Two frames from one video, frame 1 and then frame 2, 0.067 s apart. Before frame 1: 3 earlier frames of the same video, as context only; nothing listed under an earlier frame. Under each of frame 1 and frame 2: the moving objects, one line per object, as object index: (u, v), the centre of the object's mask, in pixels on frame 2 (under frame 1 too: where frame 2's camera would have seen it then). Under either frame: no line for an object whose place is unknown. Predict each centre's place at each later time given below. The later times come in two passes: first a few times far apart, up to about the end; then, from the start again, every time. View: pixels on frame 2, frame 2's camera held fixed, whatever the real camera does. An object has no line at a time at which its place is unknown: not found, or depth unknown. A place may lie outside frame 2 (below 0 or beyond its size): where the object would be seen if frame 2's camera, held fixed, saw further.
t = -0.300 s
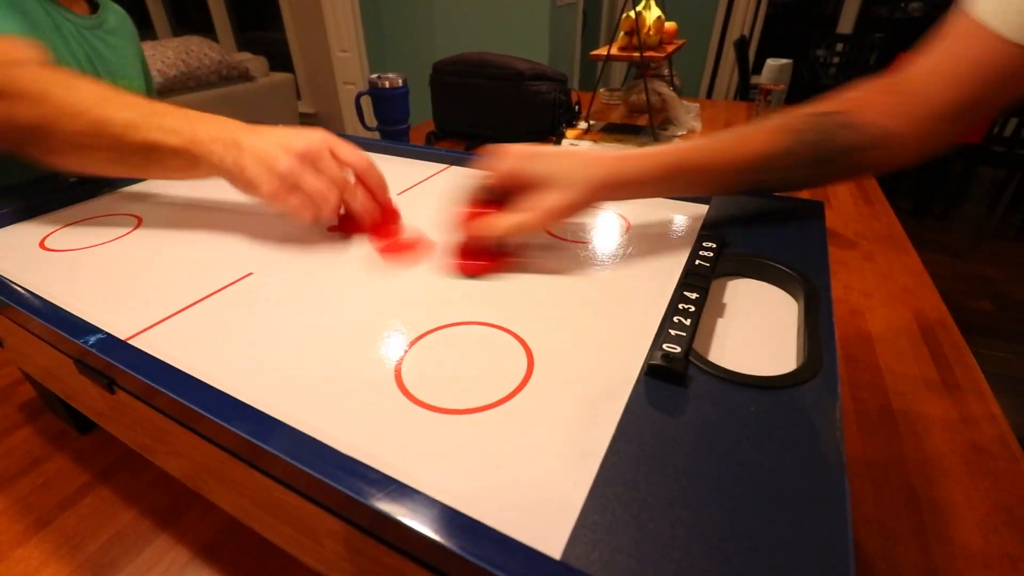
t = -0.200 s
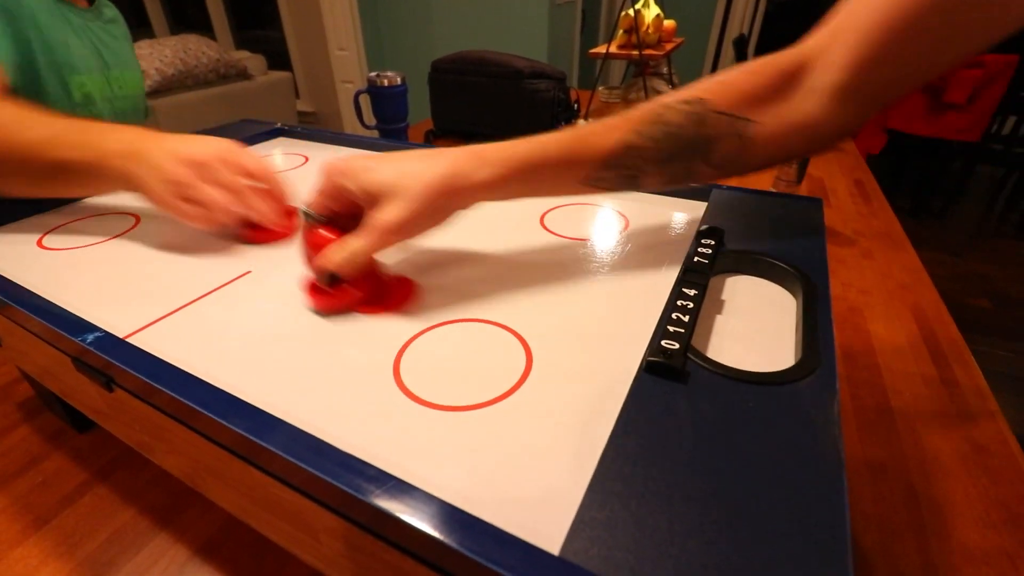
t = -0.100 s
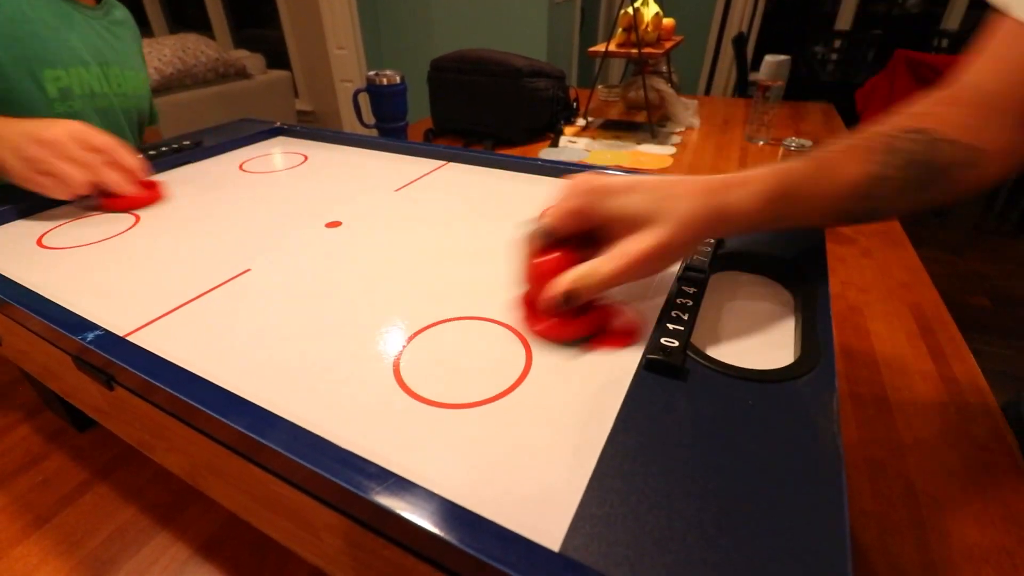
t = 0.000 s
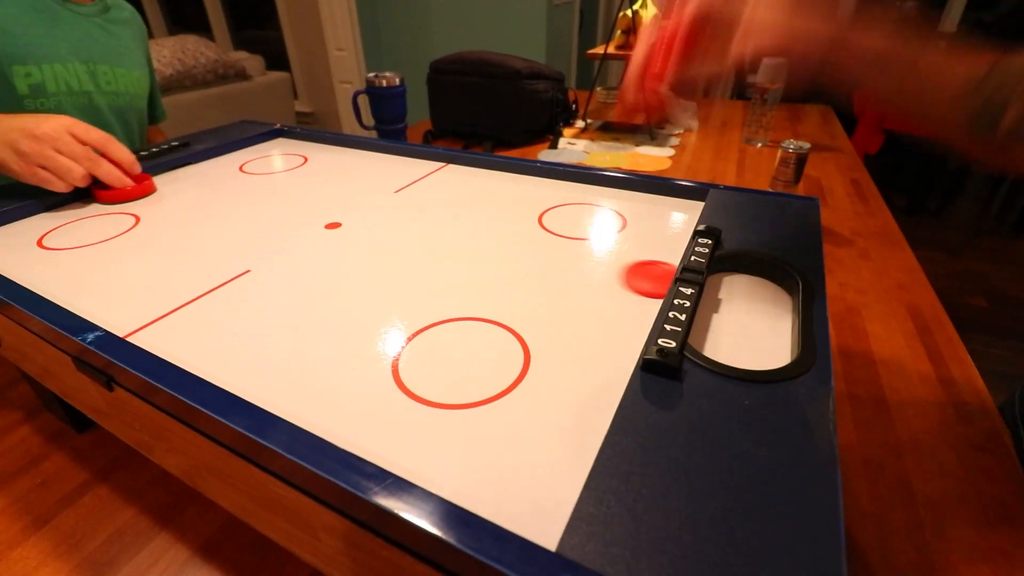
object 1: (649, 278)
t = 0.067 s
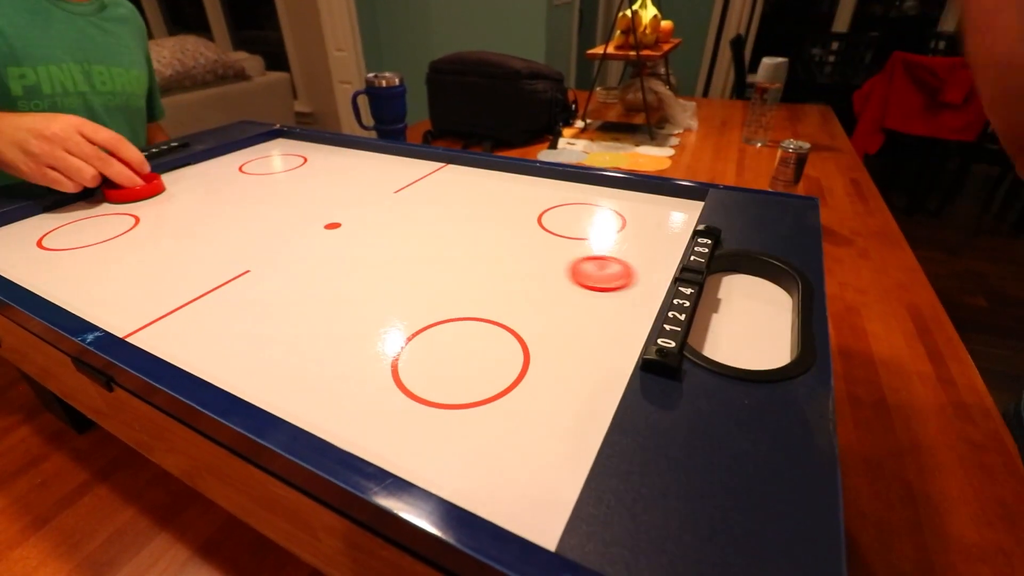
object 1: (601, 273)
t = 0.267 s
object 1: (507, 263)
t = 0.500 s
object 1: (499, 262)
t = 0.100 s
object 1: (579, 270)
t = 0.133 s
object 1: (559, 268)
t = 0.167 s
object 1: (542, 266)
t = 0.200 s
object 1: (528, 265)
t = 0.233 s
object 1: (516, 263)
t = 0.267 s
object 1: (507, 263)
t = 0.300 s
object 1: (502, 262)
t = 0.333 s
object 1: (499, 262)
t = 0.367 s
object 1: (499, 262)
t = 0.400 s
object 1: (499, 262)
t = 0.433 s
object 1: (499, 262)
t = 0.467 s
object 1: (499, 262)
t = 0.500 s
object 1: (499, 262)
